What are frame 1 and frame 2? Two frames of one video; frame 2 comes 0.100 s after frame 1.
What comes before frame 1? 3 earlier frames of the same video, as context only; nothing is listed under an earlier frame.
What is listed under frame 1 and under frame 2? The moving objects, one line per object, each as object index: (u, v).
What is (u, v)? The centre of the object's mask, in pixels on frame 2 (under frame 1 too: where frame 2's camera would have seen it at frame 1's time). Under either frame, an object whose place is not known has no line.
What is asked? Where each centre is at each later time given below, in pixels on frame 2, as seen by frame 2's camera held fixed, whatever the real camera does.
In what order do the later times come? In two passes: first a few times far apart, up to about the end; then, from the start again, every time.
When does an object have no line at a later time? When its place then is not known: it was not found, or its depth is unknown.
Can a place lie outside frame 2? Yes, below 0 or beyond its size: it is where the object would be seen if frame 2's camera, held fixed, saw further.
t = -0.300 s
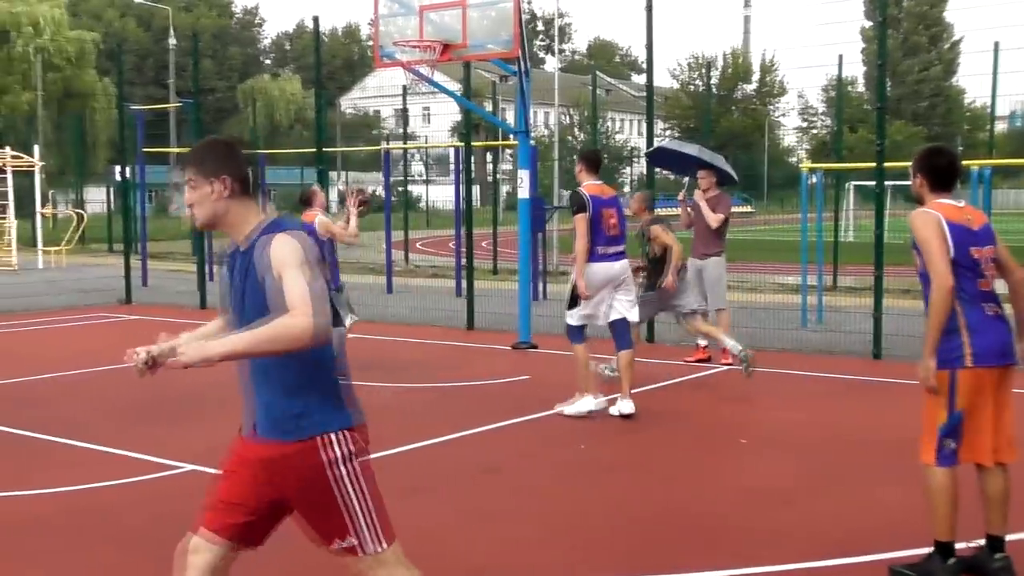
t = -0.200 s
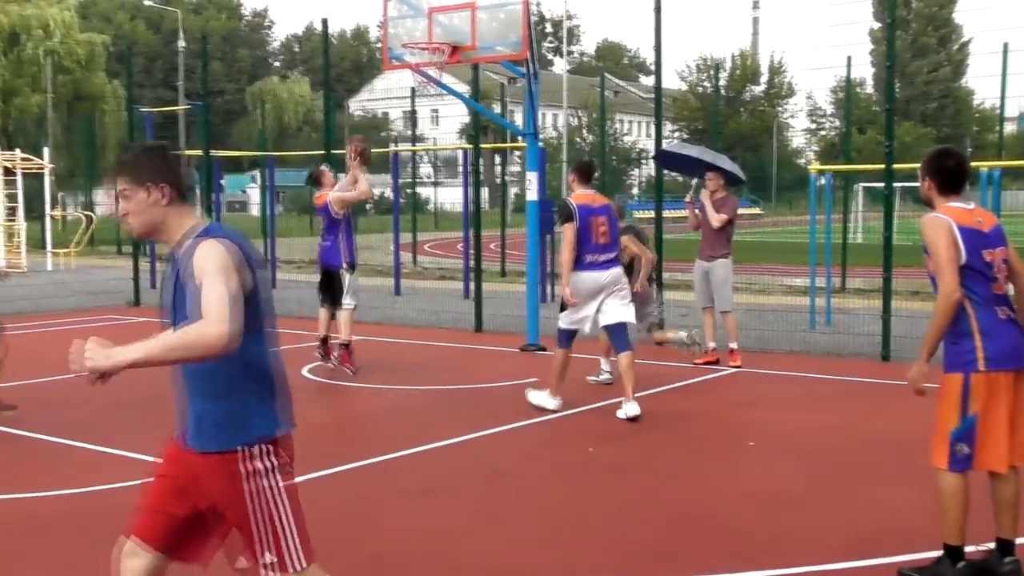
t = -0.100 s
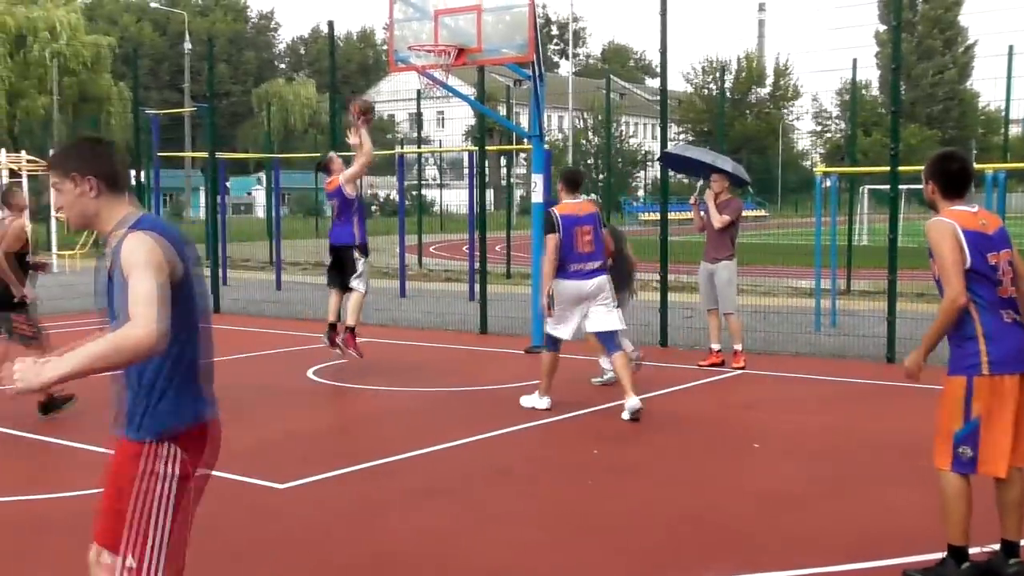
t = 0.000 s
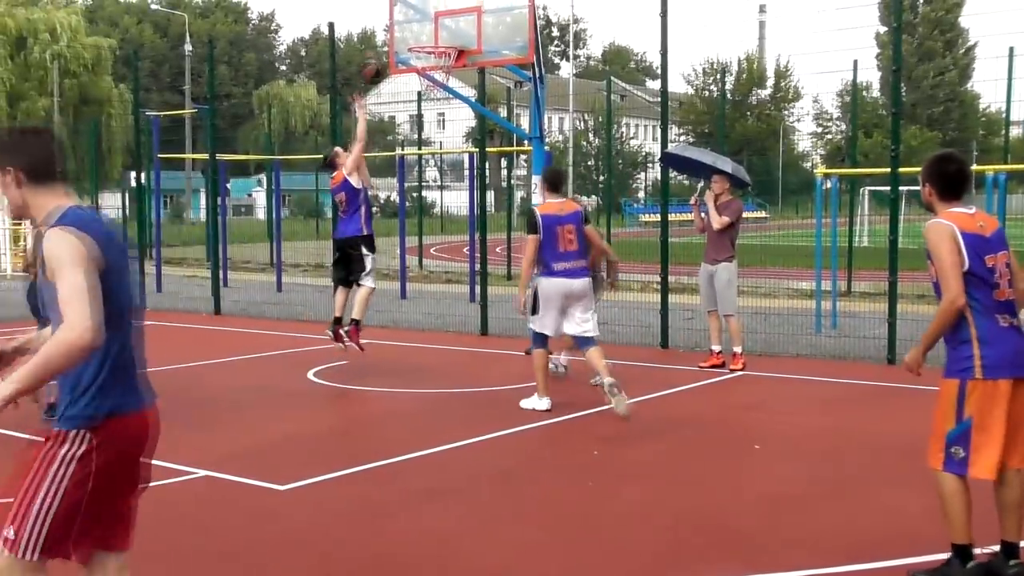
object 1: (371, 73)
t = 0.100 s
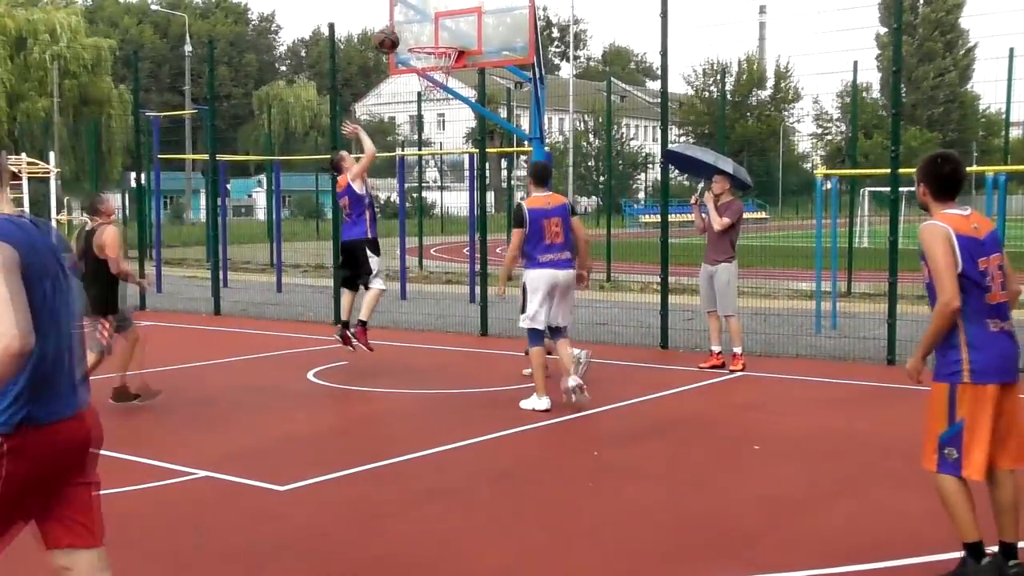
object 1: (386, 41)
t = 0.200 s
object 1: (400, 21)
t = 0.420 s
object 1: (428, 15)
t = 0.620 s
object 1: (439, 35)
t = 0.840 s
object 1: (409, 31)
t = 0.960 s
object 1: (401, 35)
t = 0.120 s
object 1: (389, 36)
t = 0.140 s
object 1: (391, 32)
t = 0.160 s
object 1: (394, 28)
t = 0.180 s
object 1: (397, 24)
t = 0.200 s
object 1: (400, 21)
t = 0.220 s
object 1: (402, 18)
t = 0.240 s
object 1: (404, 16)
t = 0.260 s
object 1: (407, 14)
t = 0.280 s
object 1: (410, 12)
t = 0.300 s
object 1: (412, 12)
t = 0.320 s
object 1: (415, 11)
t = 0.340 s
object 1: (418, 11)
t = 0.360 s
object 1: (420, 12)
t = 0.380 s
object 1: (423, 12)
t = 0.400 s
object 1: (426, 13)
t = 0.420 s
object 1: (428, 15)
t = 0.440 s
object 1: (430, 17)
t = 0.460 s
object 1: (433, 19)
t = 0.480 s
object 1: (435, 22)
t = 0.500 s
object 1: (438, 25)
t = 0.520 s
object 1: (440, 29)
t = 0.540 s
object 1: (443, 33)
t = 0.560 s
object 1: (445, 36)
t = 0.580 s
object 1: (447, 38)
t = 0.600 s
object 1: (443, 37)
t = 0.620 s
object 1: (439, 35)
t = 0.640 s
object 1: (435, 35)
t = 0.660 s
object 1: (432, 34)
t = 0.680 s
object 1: (428, 35)
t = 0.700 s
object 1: (424, 35)
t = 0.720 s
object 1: (420, 35)
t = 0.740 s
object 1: (416, 36)
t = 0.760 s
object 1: (414, 36)
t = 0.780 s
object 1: (412, 34)
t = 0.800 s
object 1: (412, 33)
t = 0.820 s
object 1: (410, 32)
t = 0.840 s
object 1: (409, 31)
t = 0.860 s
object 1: (408, 31)
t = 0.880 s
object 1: (407, 31)
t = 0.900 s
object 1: (406, 31)
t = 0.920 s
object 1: (405, 32)
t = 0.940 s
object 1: (403, 34)
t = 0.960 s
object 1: (401, 35)
